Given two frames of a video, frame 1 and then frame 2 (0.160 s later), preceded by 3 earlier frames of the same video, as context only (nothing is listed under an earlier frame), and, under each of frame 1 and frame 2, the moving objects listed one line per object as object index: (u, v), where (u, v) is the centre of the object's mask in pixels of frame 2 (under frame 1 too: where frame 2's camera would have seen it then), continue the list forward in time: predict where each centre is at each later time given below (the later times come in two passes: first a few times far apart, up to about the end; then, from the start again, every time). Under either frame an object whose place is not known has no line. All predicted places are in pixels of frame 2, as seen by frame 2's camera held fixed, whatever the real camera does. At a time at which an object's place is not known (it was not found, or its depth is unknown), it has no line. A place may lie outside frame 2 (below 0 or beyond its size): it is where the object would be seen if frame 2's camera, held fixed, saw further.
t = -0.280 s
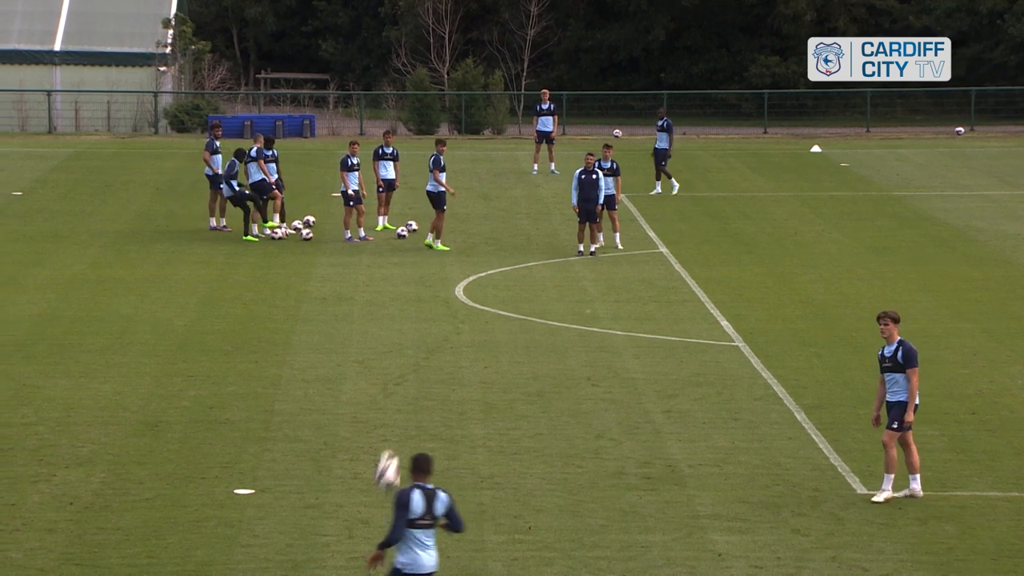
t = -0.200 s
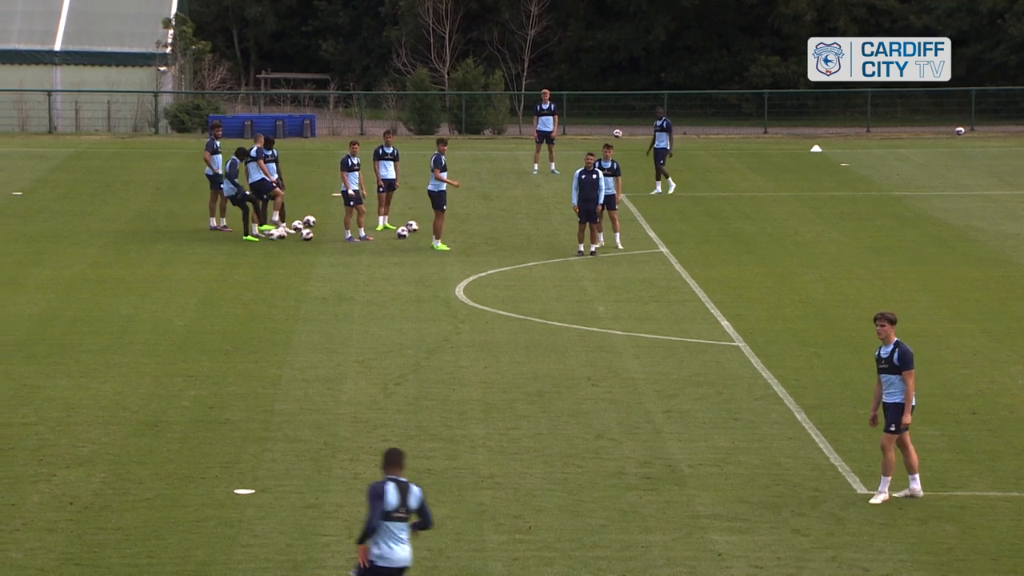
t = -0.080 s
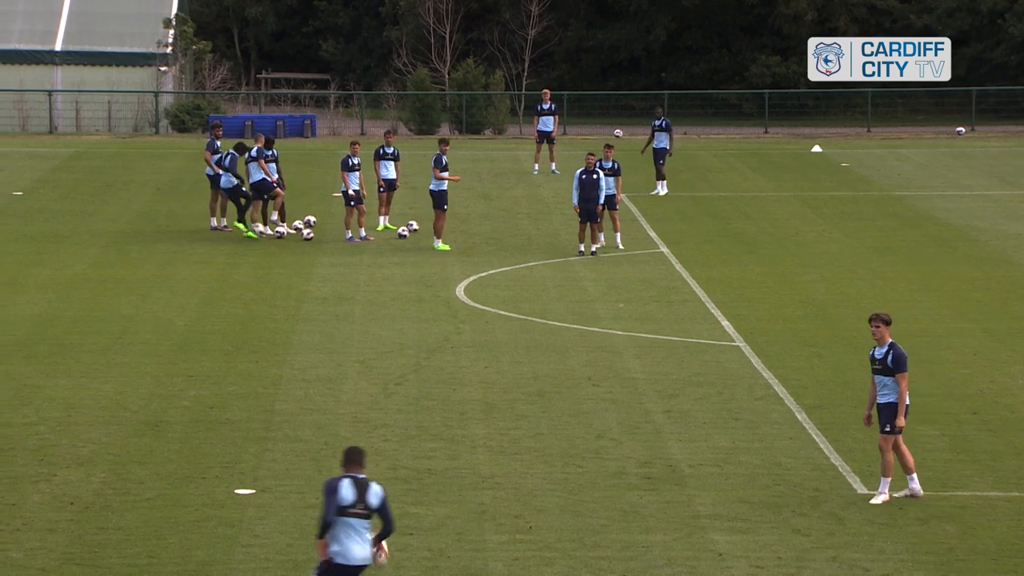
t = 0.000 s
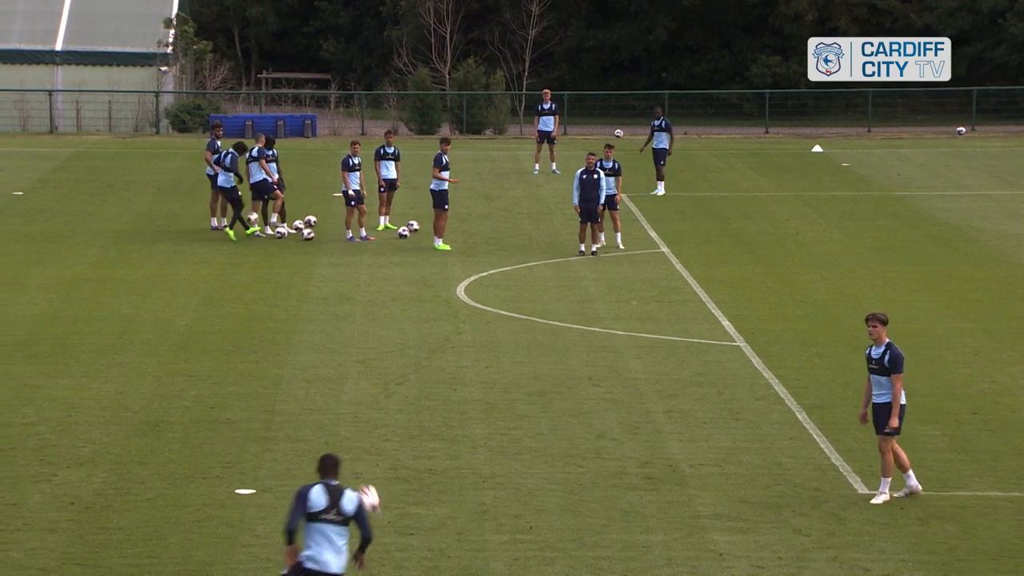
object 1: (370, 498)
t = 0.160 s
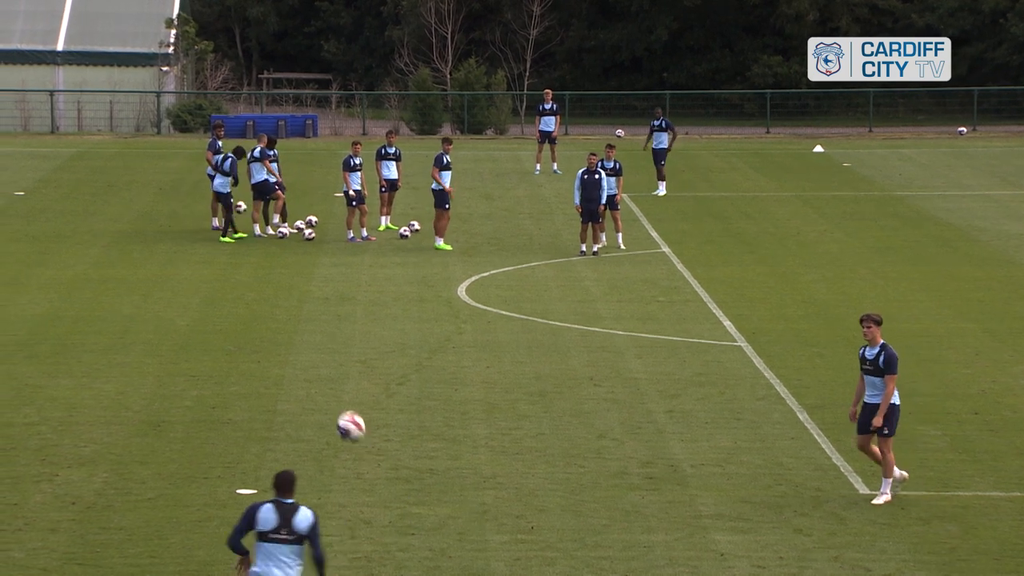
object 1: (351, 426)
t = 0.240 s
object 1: (342, 400)
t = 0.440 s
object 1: (321, 373)
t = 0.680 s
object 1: (294, 405)
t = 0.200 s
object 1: (346, 412)
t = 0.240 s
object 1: (342, 400)
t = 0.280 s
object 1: (338, 391)
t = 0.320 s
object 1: (333, 383)
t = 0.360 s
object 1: (329, 378)
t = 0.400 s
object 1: (325, 374)
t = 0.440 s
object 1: (321, 373)
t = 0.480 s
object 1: (316, 373)
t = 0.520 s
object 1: (312, 375)
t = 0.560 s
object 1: (307, 380)
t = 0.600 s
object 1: (303, 386)
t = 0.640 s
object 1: (299, 395)
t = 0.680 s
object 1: (294, 405)
